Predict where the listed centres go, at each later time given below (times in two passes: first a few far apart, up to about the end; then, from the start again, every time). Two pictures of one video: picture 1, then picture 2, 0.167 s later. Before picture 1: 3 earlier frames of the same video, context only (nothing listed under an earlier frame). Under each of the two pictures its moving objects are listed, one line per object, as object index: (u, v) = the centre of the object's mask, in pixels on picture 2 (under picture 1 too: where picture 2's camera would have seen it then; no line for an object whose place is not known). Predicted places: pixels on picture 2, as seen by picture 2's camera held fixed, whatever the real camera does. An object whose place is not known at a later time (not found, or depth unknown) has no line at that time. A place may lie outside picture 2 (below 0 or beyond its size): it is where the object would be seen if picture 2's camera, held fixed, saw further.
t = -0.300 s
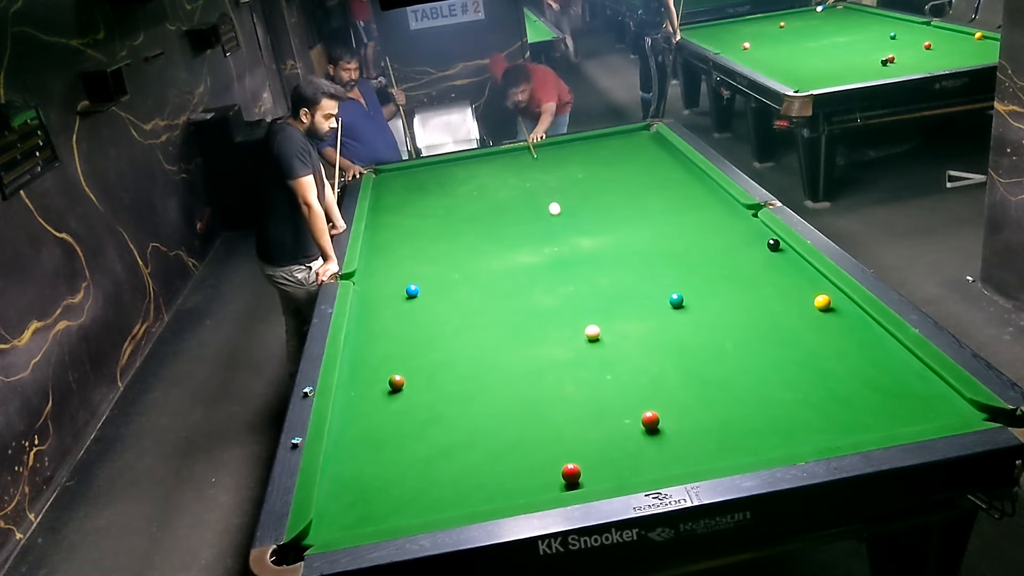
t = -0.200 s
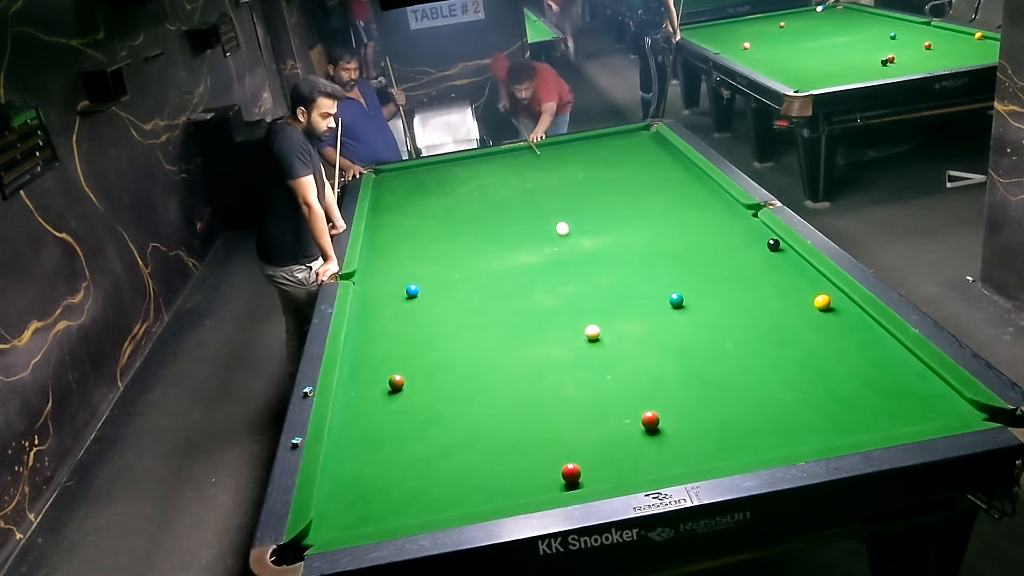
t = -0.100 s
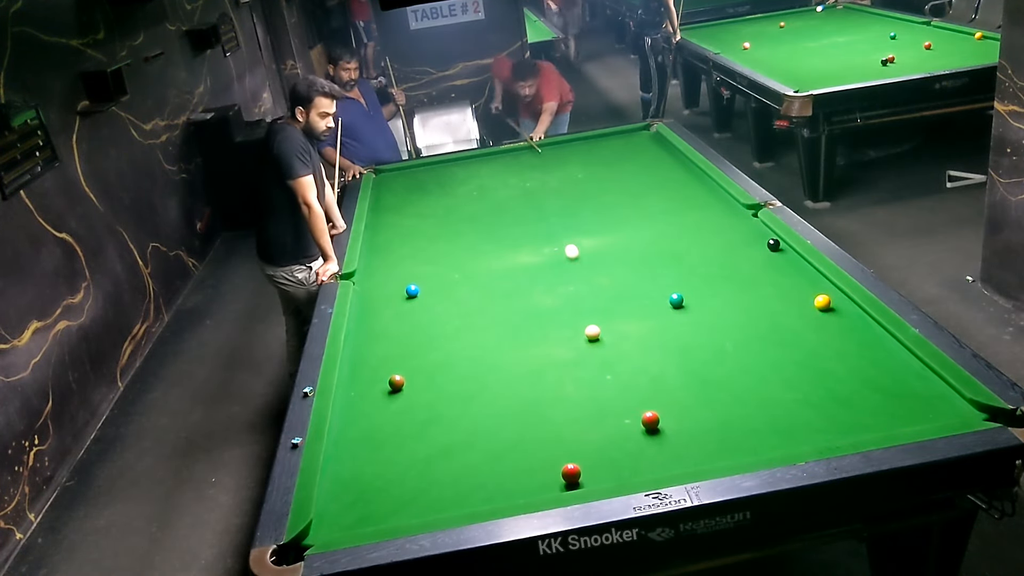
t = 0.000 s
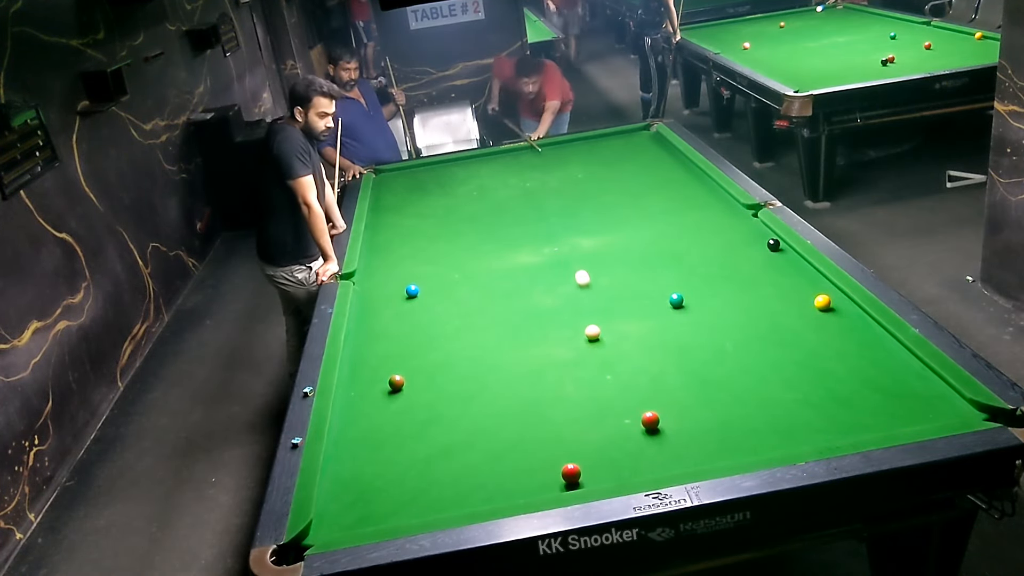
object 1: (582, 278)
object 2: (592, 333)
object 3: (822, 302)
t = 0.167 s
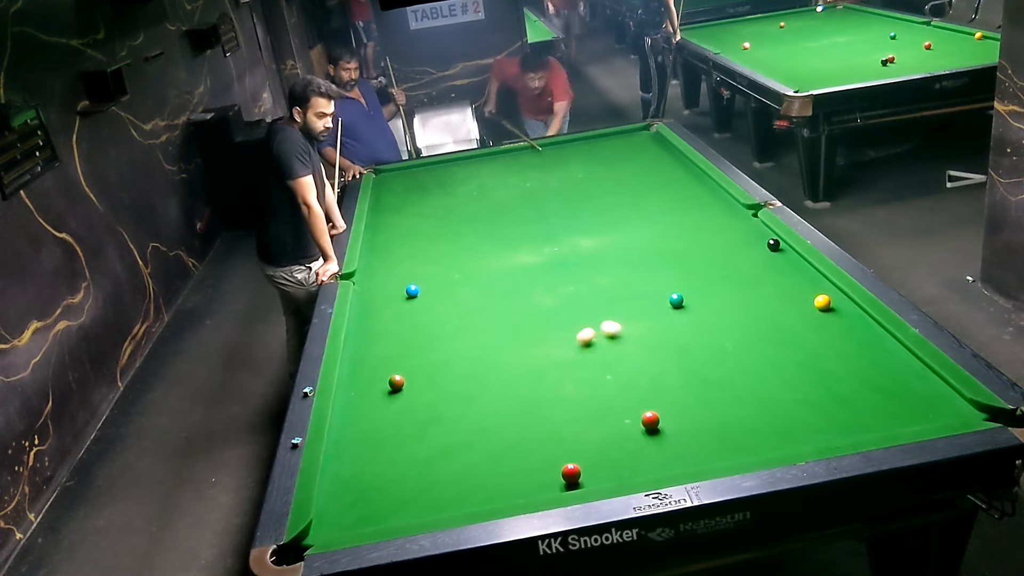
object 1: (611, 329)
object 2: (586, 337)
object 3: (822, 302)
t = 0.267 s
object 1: (656, 346)
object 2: (556, 358)
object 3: (822, 302)
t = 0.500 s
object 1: (777, 404)
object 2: (493, 404)
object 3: (822, 302)
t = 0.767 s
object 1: (841, 383)
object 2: (410, 463)
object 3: (822, 302)
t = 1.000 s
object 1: (838, 321)
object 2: (327, 523)
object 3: (822, 302)
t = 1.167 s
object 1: (827, 295)
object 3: (809, 299)
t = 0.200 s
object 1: (626, 334)
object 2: (575, 345)
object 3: (822, 302)
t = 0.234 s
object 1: (642, 339)
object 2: (565, 352)
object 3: (822, 302)
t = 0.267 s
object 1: (656, 346)
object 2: (556, 358)
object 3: (822, 302)
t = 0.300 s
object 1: (672, 353)
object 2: (547, 365)
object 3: (822, 302)
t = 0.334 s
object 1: (688, 361)
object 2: (538, 371)
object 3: (822, 302)
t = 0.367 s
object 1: (704, 368)
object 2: (530, 377)
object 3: (822, 302)
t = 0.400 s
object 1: (721, 377)
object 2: (521, 384)
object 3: (822, 302)
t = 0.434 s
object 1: (739, 386)
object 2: (512, 391)
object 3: (822, 302)
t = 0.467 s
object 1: (756, 394)
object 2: (503, 397)
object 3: (822, 302)
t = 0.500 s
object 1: (777, 404)
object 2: (493, 404)
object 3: (822, 302)
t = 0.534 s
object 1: (797, 414)
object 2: (483, 411)
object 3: (822, 302)
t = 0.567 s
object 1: (817, 424)
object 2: (473, 418)
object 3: (822, 302)
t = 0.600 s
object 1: (839, 432)
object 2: (463, 426)
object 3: (822, 302)
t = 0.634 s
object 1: (847, 428)
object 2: (453, 432)
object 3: (822, 302)
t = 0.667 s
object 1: (845, 415)
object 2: (443, 440)
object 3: (822, 302)
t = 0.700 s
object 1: (843, 403)
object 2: (432, 448)
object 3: (822, 302)
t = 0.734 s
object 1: (842, 393)
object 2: (421, 456)
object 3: (822, 302)
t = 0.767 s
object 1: (841, 383)
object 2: (410, 463)
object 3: (822, 302)
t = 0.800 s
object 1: (841, 373)
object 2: (398, 472)
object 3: (822, 302)
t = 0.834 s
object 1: (840, 363)
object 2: (388, 479)
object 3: (822, 302)
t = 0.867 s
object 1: (840, 354)
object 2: (375, 488)
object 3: (822, 302)
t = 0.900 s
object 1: (839, 345)
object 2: (364, 496)
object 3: (822, 302)
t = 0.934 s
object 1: (838, 338)
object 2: (352, 505)
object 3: (822, 302)
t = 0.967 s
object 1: (838, 329)
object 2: (339, 514)
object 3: (822, 302)
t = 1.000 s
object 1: (838, 321)
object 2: (327, 523)
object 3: (822, 302)
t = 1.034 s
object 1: (837, 314)
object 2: (314, 532)
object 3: (822, 302)
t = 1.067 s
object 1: (837, 307)
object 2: (304, 543)
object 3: (822, 302)
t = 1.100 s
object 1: (841, 301)
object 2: (297, 554)
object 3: (818, 301)
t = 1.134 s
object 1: (838, 297)
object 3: (813, 300)
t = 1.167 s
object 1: (827, 295)
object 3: (809, 299)
